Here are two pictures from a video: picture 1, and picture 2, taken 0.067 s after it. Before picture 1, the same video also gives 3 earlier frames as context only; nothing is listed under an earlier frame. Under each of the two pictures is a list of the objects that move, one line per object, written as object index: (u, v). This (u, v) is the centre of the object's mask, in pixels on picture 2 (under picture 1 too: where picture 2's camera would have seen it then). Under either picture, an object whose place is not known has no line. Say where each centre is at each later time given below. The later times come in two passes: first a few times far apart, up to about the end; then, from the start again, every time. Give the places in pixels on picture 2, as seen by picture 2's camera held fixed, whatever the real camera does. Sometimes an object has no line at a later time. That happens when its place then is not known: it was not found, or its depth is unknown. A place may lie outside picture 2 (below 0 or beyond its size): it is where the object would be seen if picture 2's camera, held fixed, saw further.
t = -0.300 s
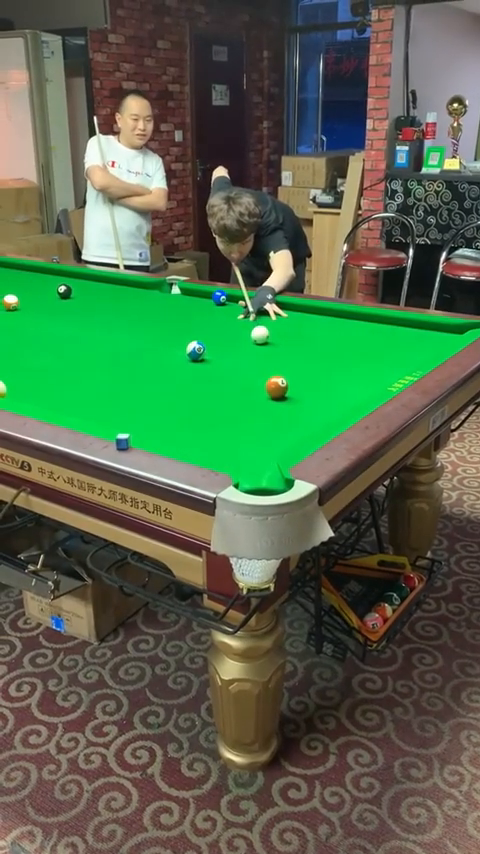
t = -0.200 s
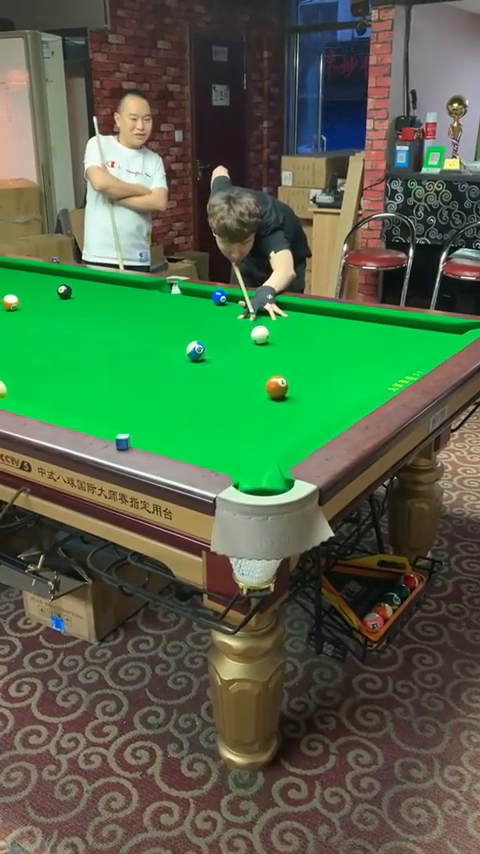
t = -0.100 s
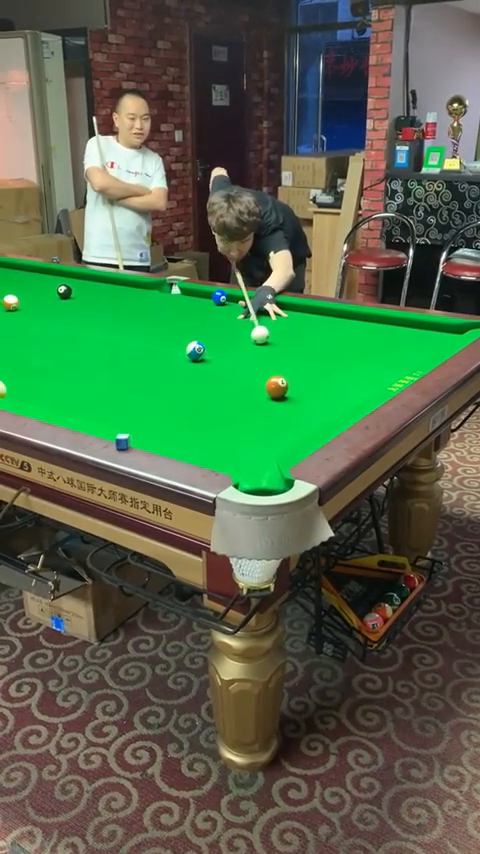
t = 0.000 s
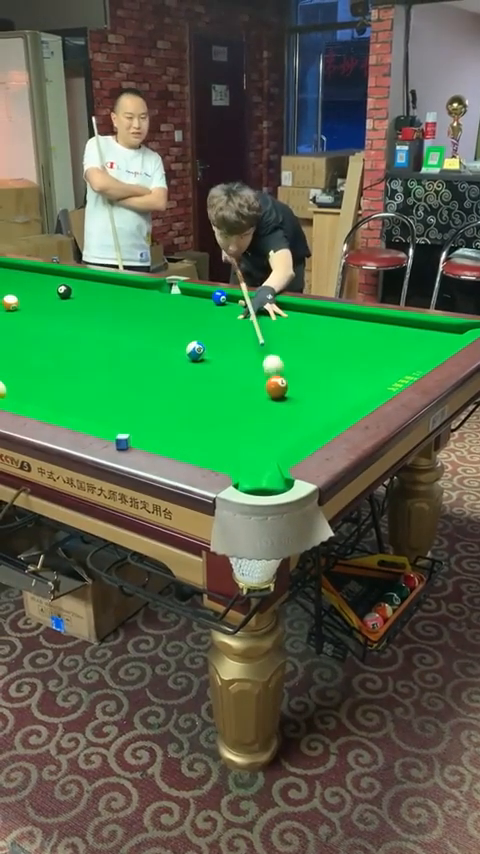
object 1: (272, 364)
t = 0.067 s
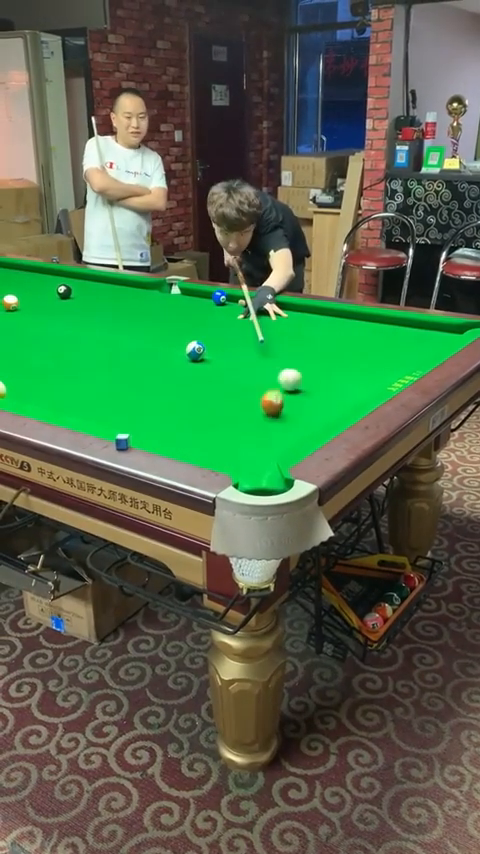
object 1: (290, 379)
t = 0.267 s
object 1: (350, 390)
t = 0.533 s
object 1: (297, 391)
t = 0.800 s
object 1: (223, 391)
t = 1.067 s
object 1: (153, 391)
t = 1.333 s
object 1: (85, 392)
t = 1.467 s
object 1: (53, 392)
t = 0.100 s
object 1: (300, 380)
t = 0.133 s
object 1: (309, 382)
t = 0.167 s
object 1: (319, 383)
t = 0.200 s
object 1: (329, 385)
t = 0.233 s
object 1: (339, 388)
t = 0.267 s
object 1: (350, 390)
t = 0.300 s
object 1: (359, 391)
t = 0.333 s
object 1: (358, 392)
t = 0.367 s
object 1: (347, 393)
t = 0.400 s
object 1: (336, 392)
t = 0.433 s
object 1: (325, 391)
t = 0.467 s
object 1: (315, 391)
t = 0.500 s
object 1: (306, 392)
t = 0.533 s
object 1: (297, 391)
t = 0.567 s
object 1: (287, 391)
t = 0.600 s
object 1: (278, 391)
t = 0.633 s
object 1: (268, 391)
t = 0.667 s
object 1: (259, 391)
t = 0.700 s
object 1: (250, 391)
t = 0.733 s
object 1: (241, 391)
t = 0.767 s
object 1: (232, 391)
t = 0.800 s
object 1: (223, 391)
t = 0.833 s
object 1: (214, 391)
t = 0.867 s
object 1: (205, 391)
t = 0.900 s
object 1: (196, 391)
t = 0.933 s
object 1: (188, 391)
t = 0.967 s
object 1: (179, 391)
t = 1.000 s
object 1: (170, 391)
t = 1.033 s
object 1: (162, 391)
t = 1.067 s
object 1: (153, 391)
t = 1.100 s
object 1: (144, 391)
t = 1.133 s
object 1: (135, 391)
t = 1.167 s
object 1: (127, 392)
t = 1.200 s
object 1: (119, 391)
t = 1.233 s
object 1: (111, 391)
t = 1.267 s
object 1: (102, 391)
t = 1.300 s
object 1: (94, 392)
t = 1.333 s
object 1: (85, 392)
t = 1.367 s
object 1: (77, 392)
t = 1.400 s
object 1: (69, 391)
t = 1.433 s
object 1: (61, 392)
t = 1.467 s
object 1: (53, 392)
